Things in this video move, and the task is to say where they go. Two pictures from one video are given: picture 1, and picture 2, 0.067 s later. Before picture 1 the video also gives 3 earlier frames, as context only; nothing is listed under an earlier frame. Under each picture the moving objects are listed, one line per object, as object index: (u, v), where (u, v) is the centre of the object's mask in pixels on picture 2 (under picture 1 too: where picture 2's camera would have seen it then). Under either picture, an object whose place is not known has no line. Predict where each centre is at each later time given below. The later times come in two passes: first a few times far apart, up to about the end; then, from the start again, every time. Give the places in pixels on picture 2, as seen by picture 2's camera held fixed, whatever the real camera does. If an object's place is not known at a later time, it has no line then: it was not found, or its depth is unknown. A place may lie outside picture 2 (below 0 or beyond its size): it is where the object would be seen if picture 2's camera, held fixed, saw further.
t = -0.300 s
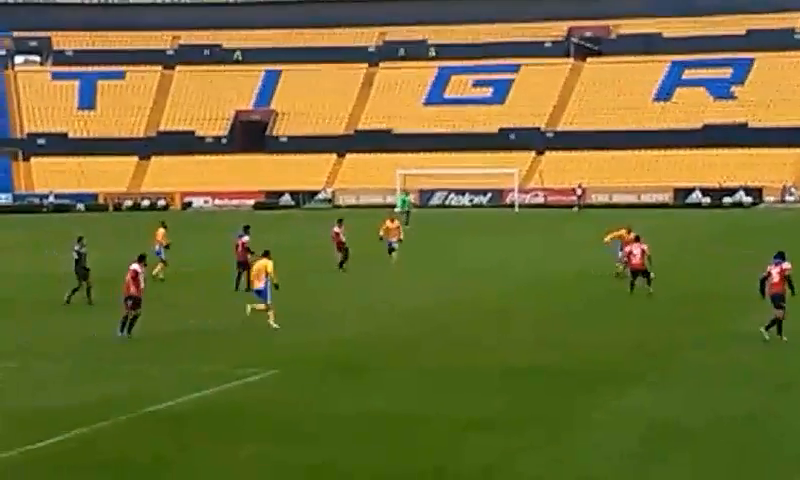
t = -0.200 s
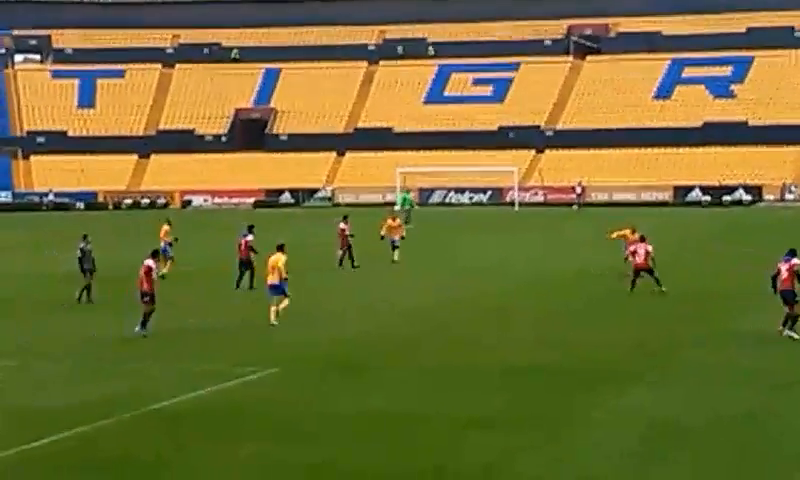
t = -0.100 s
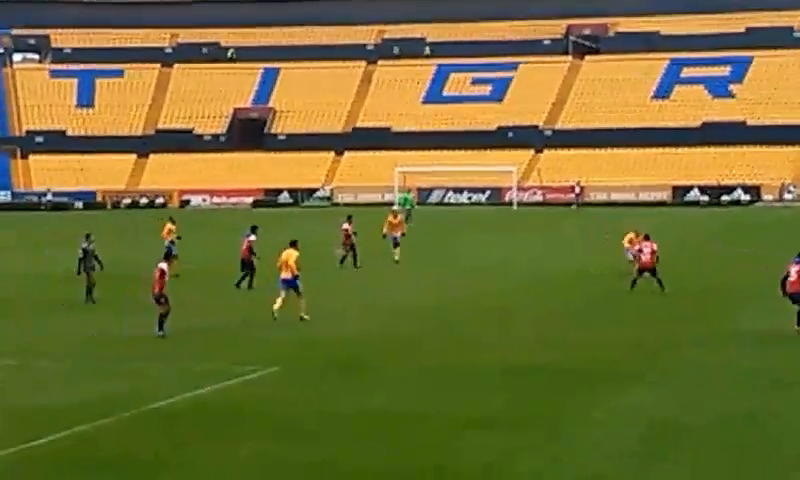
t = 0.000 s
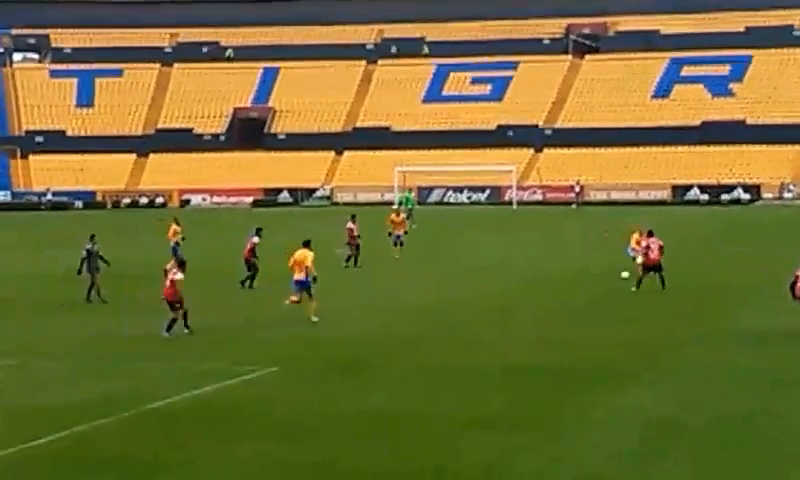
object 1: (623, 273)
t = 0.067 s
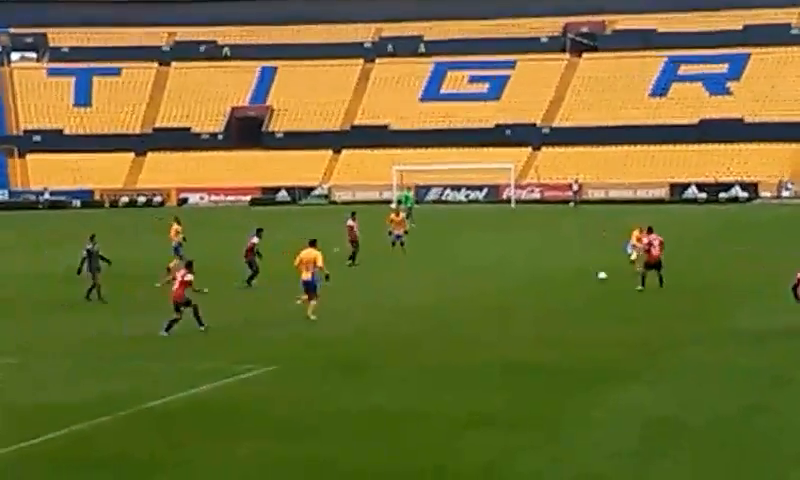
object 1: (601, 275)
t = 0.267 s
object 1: (540, 281)
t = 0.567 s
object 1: (450, 294)
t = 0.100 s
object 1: (591, 277)
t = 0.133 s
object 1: (581, 277)
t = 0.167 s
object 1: (570, 279)
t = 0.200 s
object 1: (560, 281)
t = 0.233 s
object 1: (549, 282)
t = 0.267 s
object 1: (540, 281)
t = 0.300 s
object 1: (529, 283)
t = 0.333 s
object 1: (520, 284)
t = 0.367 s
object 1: (510, 285)
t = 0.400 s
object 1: (499, 288)
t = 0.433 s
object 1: (489, 289)
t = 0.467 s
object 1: (479, 289)
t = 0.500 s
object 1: (470, 290)
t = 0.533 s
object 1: (460, 291)
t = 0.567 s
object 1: (450, 294)
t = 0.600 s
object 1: (441, 295)
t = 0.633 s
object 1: (433, 295)
